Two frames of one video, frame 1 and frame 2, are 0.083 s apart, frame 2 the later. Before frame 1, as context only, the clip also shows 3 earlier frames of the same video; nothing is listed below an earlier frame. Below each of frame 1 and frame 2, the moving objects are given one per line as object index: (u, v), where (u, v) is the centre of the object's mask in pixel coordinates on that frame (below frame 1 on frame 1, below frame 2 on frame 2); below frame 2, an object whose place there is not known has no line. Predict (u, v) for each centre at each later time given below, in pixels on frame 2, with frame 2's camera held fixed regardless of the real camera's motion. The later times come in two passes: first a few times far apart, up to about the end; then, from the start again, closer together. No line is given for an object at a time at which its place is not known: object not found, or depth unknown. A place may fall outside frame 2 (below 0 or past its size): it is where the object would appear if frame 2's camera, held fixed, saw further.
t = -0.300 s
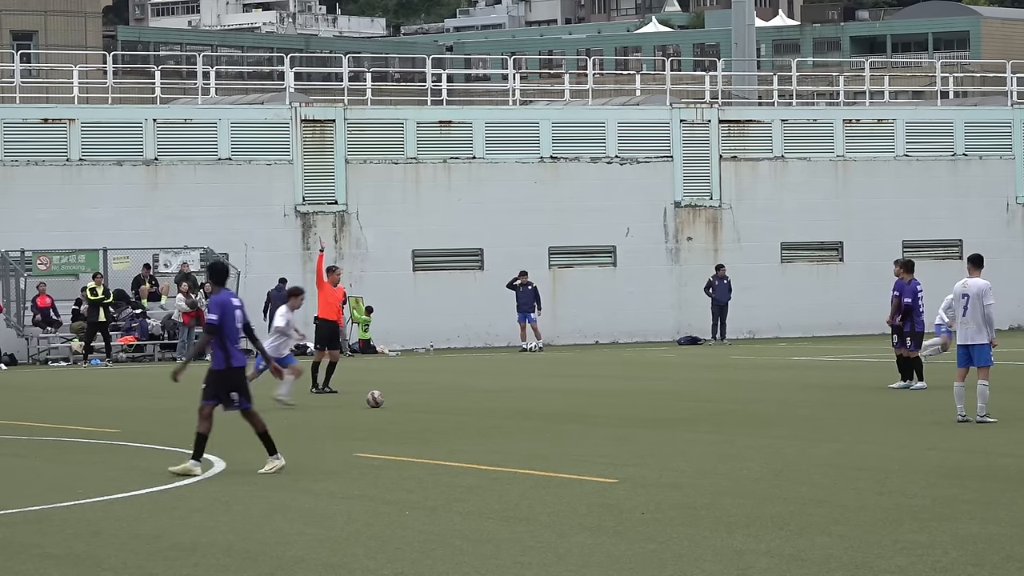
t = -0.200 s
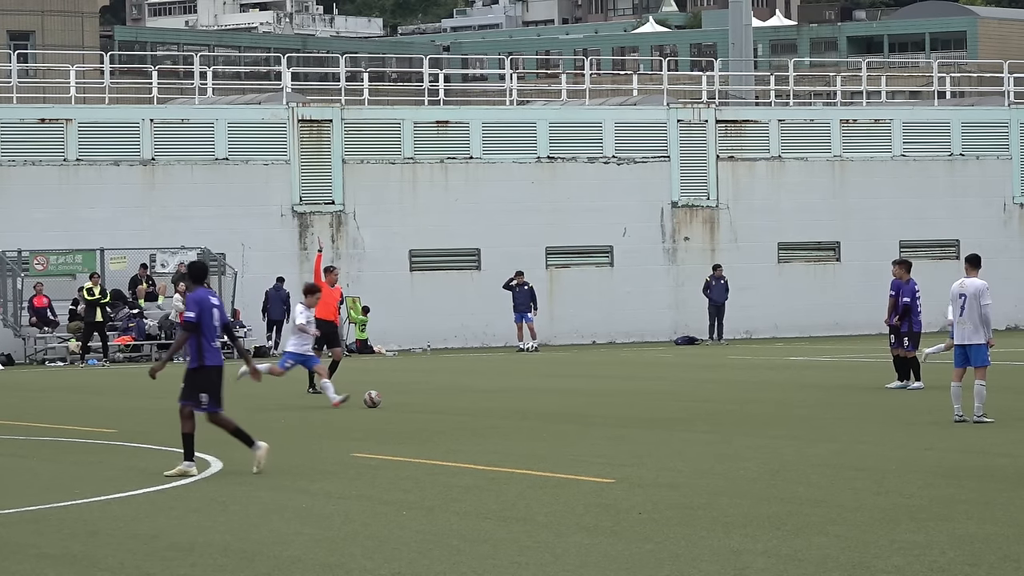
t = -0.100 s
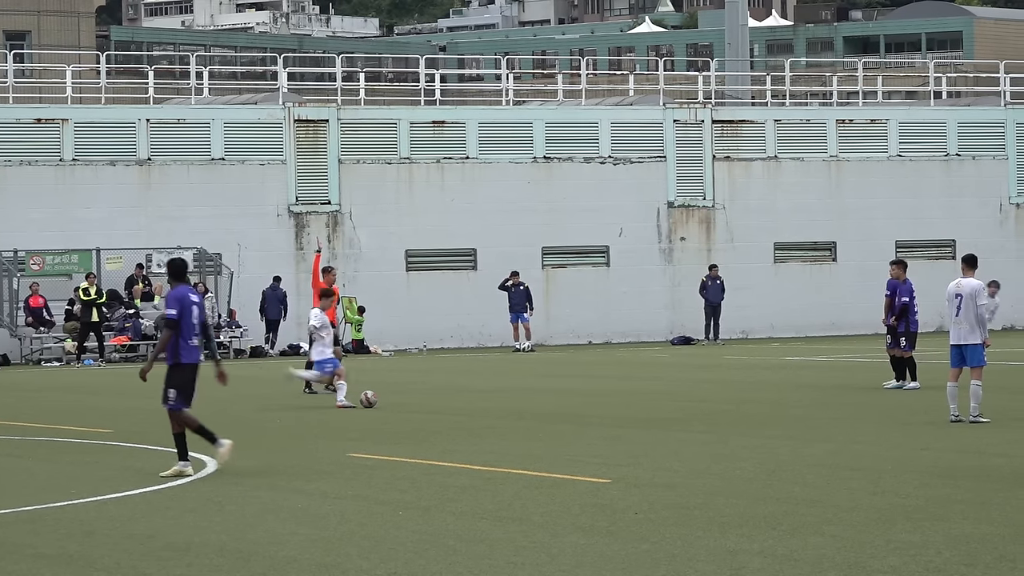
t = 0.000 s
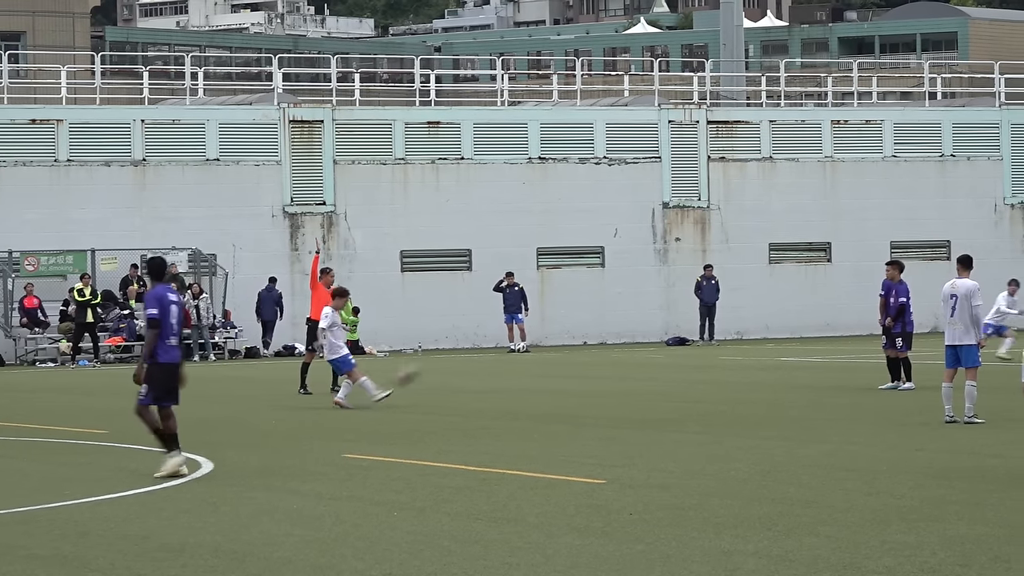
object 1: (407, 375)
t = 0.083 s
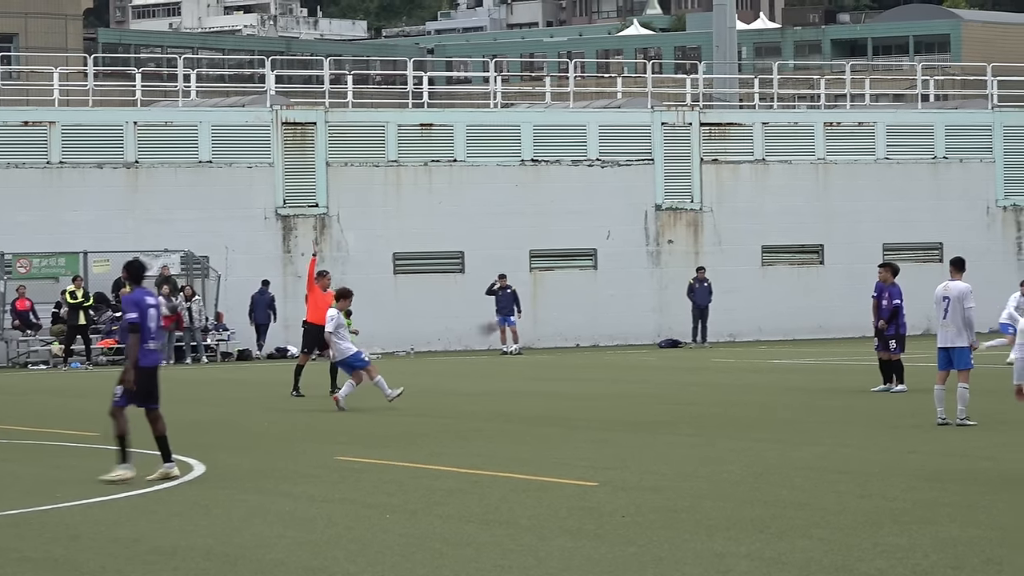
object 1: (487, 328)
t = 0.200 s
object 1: (602, 265)
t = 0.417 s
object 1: (782, 177)
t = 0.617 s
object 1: (922, 120)
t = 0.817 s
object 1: (1040, 86)
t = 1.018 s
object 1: (1142, 77)
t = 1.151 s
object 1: (1200, 86)
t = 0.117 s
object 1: (523, 309)
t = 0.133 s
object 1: (539, 299)
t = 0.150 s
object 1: (556, 290)
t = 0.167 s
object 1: (571, 282)
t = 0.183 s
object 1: (586, 272)
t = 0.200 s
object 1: (602, 265)
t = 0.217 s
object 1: (616, 257)
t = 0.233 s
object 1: (631, 249)
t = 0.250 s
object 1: (646, 240)
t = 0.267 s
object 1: (660, 233)
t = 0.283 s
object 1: (675, 226)
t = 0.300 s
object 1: (688, 218)
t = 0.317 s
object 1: (702, 213)
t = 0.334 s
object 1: (717, 206)
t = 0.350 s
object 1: (730, 199)
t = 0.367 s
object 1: (743, 193)
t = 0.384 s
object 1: (756, 187)
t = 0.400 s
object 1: (769, 181)
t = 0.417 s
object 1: (782, 177)
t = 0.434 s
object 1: (795, 170)
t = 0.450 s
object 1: (807, 165)
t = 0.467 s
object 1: (819, 160)
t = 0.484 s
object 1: (831, 153)
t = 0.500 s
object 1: (843, 149)
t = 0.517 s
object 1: (855, 144)
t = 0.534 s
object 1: (867, 140)
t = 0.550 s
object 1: (877, 136)
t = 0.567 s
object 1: (889, 131)
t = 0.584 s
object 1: (900, 127)
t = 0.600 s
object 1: (912, 124)
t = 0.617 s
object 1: (922, 120)
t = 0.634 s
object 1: (932, 117)
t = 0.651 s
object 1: (943, 112)
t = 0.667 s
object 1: (954, 109)
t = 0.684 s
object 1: (963, 106)
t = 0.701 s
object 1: (973, 104)
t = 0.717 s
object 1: (983, 101)
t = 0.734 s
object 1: (993, 98)
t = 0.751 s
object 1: (1002, 96)
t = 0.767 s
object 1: (1012, 95)
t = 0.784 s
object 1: (1022, 93)
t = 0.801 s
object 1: (1031, 89)
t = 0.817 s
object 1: (1040, 86)
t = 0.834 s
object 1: (1049, 86)
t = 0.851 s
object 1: (1058, 84)
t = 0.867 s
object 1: (1067, 82)
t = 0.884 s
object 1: (1075, 82)
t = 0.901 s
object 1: (1084, 80)
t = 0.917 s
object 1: (1093, 80)
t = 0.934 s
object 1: (1101, 78)
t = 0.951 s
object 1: (1110, 78)
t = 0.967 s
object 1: (1118, 78)
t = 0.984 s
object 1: (1125, 77)
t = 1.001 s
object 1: (1134, 78)
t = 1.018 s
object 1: (1142, 77)
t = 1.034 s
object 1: (1150, 77)
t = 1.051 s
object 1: (1158, 79)
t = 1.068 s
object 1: (1165, 80)
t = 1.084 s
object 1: (1172, 81)
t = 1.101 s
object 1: (1179, 82)
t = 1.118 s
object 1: (1187, 84)
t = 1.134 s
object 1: (1193, 85)
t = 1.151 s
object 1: (1200, 86)
